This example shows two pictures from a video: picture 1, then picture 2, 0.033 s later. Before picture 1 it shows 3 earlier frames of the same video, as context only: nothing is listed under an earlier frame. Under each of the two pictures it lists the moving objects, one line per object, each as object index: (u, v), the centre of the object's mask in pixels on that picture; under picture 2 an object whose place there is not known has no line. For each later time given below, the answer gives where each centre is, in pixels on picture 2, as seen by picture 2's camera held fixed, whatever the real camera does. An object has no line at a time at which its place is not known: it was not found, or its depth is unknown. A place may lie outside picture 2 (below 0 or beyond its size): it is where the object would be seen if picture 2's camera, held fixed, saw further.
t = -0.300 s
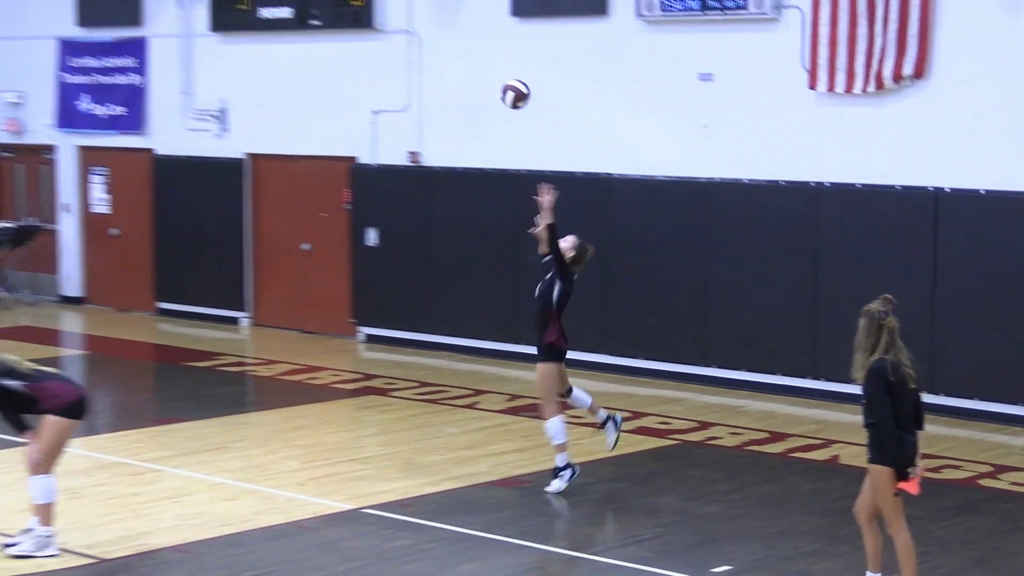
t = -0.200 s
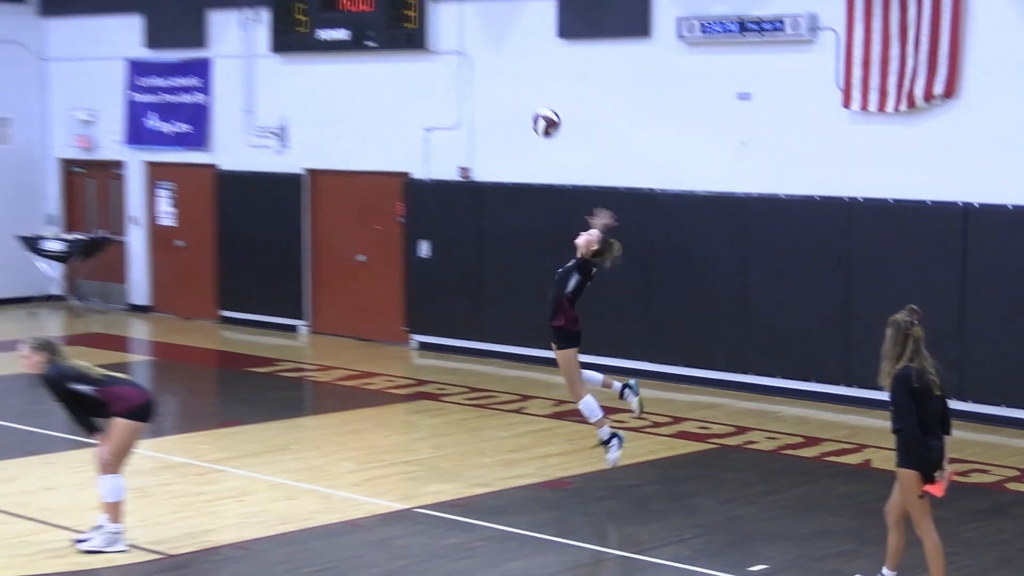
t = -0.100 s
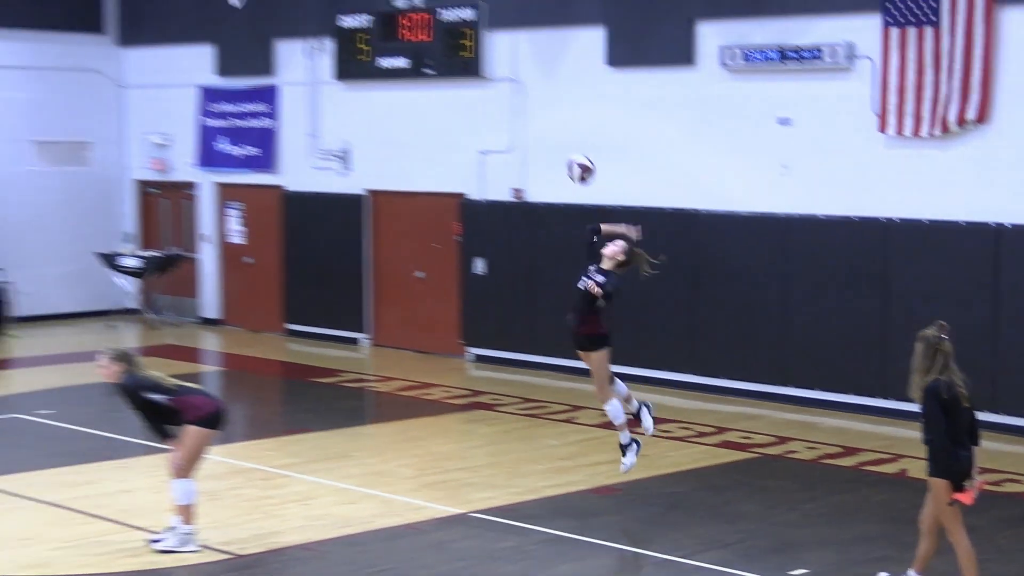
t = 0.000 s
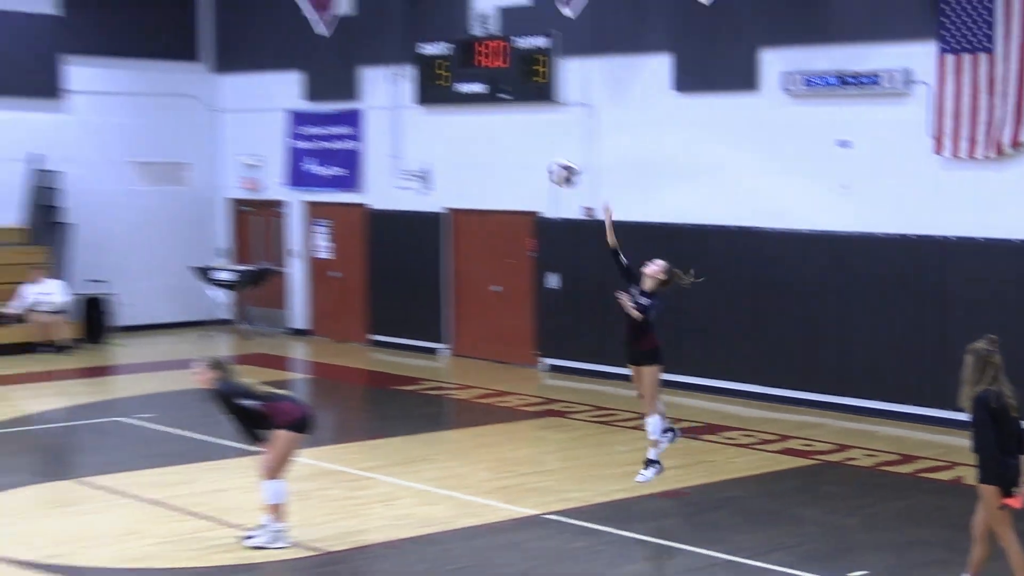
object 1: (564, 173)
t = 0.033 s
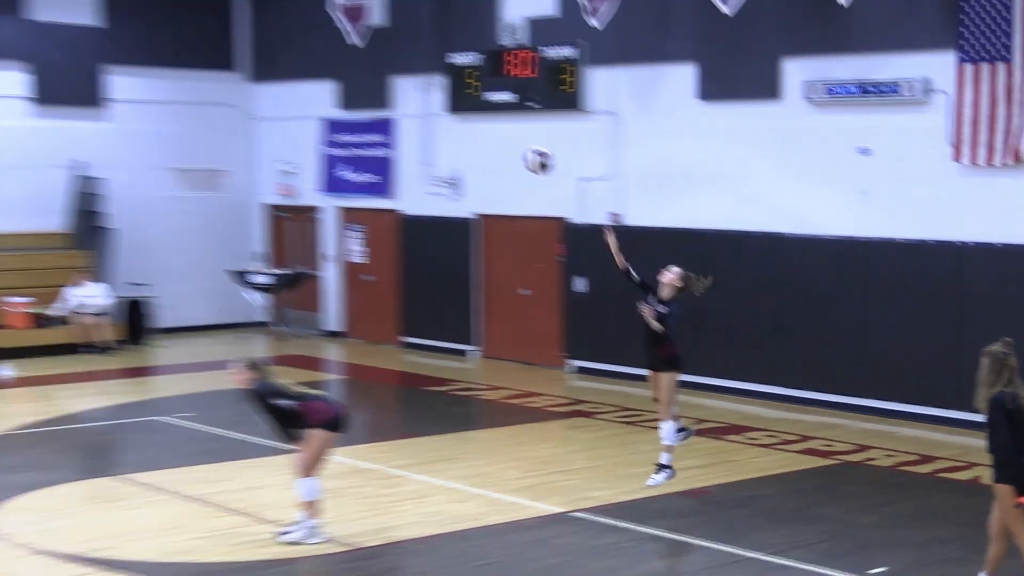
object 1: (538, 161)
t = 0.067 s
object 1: (484, 143)
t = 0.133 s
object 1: (373, 110)
